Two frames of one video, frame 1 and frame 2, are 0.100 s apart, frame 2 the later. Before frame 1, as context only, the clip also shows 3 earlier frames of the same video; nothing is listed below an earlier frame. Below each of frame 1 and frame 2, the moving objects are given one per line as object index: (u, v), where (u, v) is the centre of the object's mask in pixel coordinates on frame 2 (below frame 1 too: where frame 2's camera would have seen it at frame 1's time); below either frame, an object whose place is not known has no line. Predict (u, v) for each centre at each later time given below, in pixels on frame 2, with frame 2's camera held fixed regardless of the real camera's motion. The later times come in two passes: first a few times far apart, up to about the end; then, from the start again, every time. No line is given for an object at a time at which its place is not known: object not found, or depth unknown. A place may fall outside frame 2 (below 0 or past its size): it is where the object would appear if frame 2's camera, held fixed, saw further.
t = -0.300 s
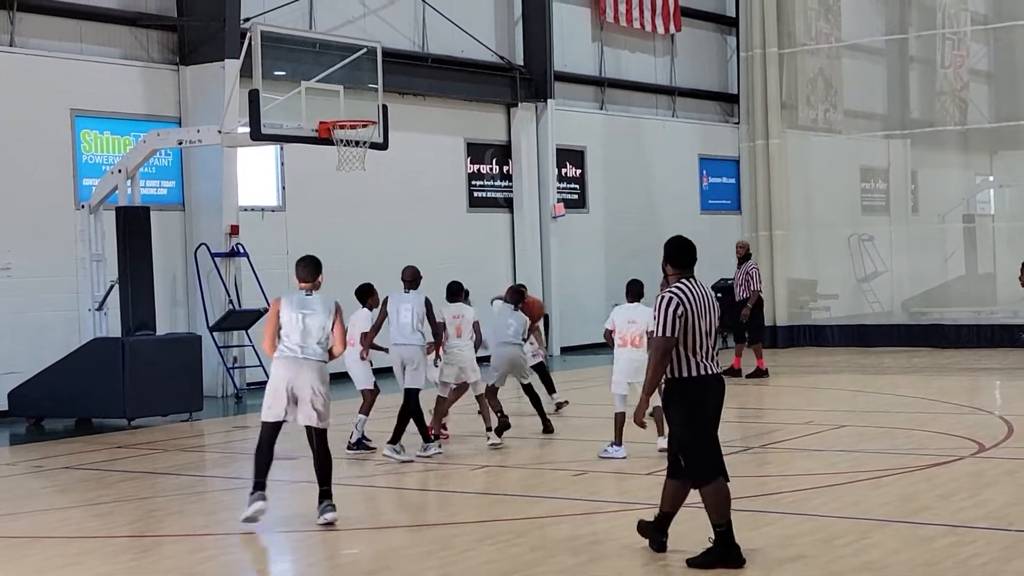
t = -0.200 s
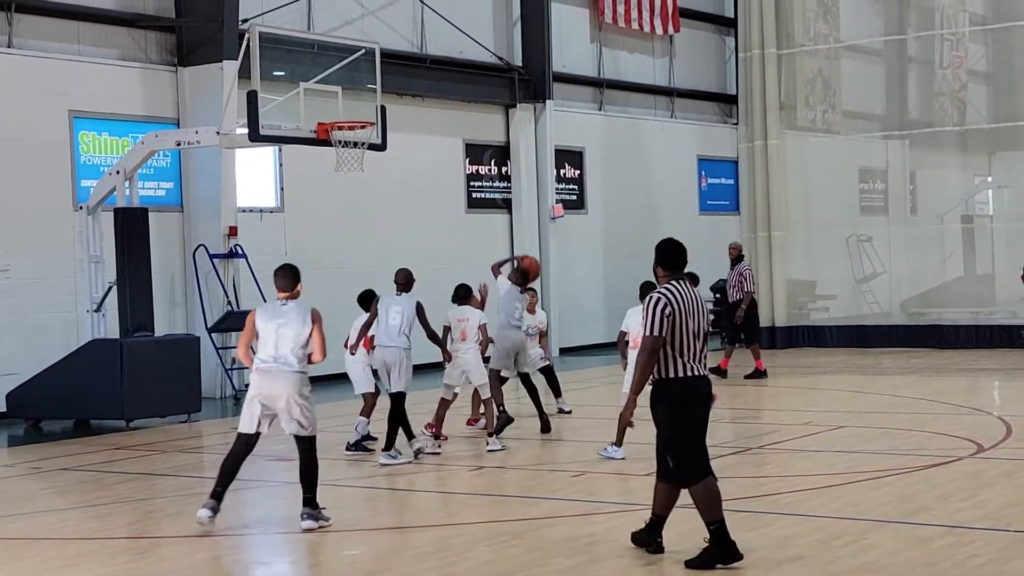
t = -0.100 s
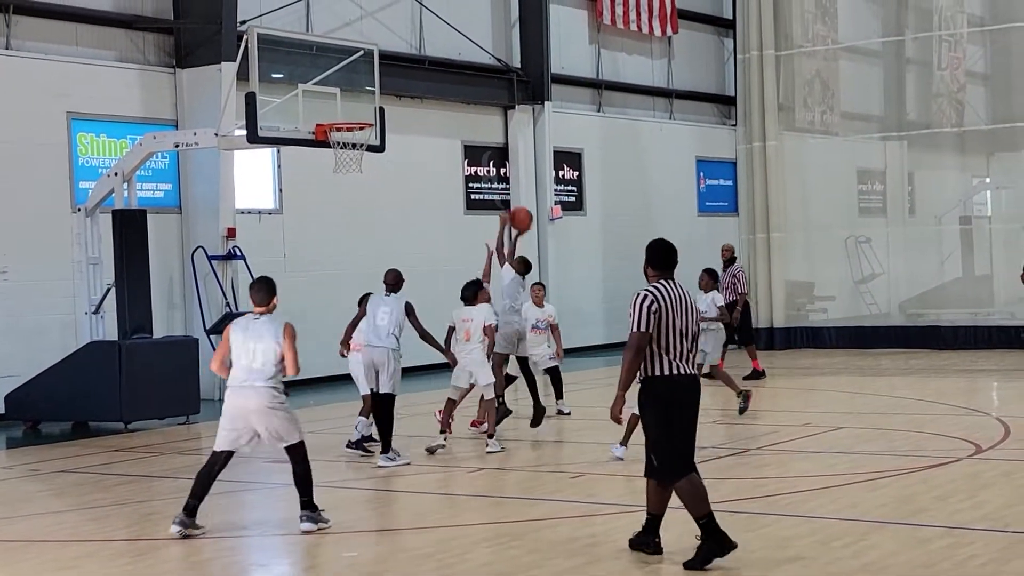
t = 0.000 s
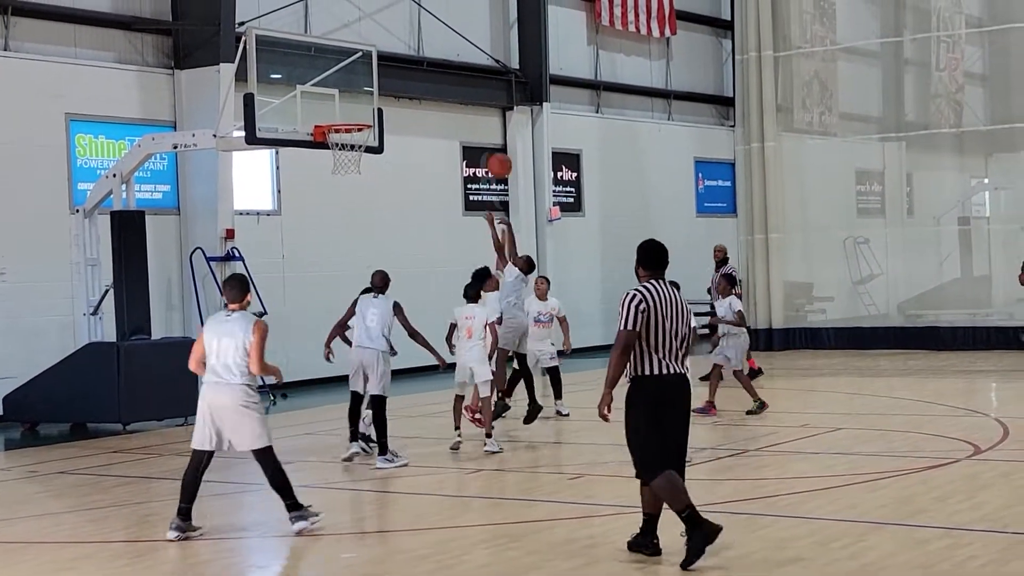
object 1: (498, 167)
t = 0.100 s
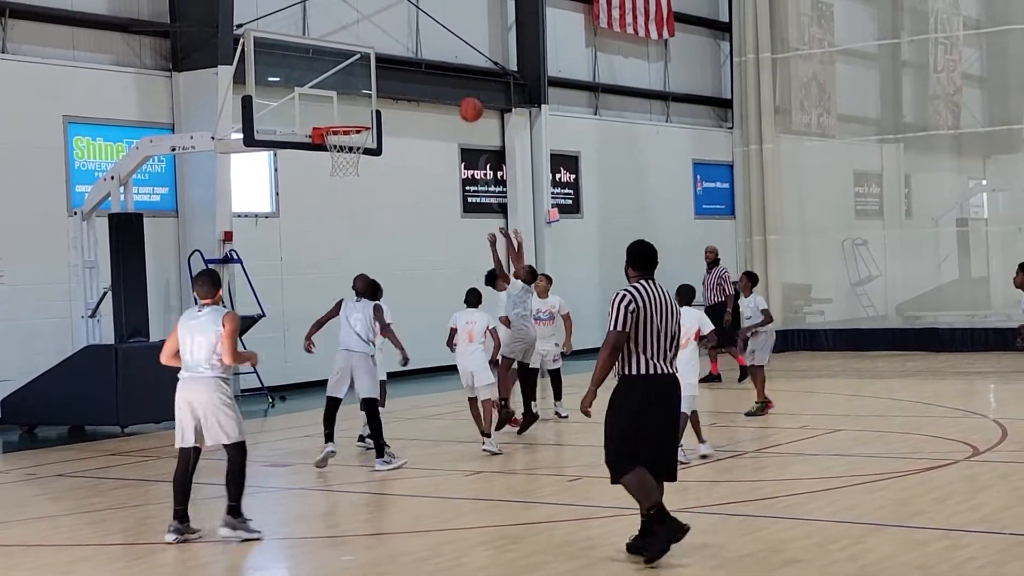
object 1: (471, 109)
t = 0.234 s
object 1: (444, 71)
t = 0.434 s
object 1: (407, 45)
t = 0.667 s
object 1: (367, 66)
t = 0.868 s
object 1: (336, 117)
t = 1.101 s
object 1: (361, 93)
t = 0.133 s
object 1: (464, 98)
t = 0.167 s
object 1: (457, 88)
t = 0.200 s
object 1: (450, 79)
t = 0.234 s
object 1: (444, 71)
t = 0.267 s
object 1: (438, 64)
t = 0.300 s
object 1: (432, 58)
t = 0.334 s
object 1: (425, 53)
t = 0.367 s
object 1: (419, 50)
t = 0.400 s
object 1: (413, 47)
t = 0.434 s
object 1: (407, 45)
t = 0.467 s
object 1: (401, 45)
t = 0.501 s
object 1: (396, 46)
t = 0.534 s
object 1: (389, 48)
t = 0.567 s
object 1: (383, 51)
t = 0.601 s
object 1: (377, 55)
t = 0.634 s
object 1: (372, 61)
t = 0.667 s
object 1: (367, 66)
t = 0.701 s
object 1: (360, 73)
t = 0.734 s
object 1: (354, 82)
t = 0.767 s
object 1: (349, 91)
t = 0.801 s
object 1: (344, 101)
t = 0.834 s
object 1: (340, 111)
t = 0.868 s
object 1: (336, 117)
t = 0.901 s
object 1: (337, 112)
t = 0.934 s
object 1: (341, 106)
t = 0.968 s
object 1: (345, 101)
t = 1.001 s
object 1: (349, 98)
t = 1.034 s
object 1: (352, 95)
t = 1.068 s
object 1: (357, 94)
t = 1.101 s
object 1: (361, 93)
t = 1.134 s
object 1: (365, 94)
